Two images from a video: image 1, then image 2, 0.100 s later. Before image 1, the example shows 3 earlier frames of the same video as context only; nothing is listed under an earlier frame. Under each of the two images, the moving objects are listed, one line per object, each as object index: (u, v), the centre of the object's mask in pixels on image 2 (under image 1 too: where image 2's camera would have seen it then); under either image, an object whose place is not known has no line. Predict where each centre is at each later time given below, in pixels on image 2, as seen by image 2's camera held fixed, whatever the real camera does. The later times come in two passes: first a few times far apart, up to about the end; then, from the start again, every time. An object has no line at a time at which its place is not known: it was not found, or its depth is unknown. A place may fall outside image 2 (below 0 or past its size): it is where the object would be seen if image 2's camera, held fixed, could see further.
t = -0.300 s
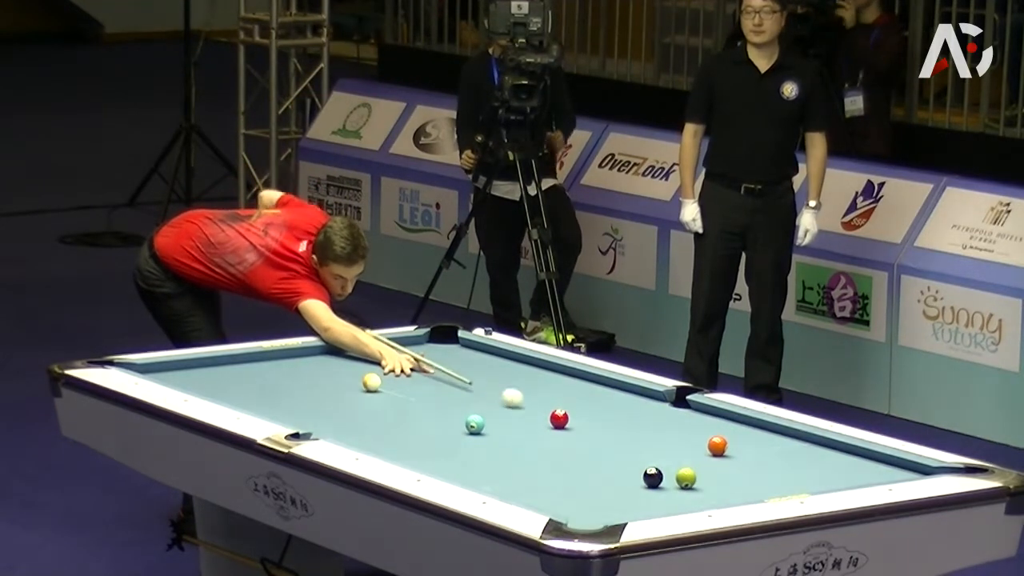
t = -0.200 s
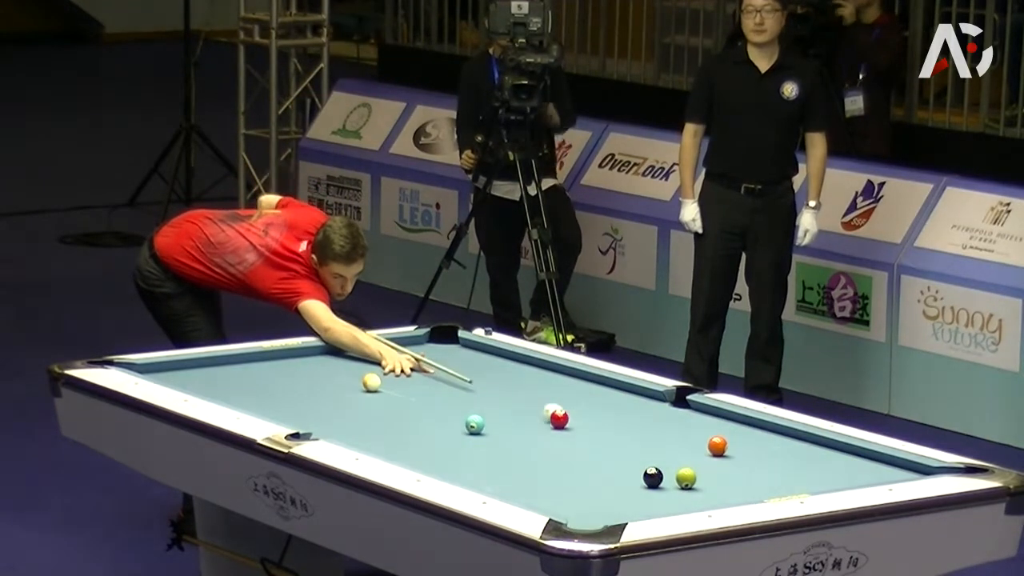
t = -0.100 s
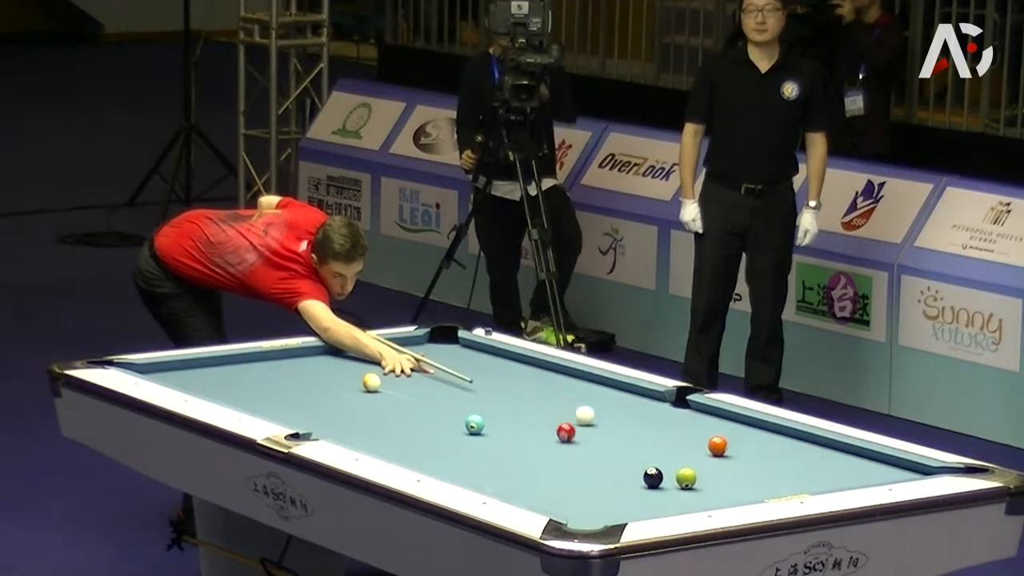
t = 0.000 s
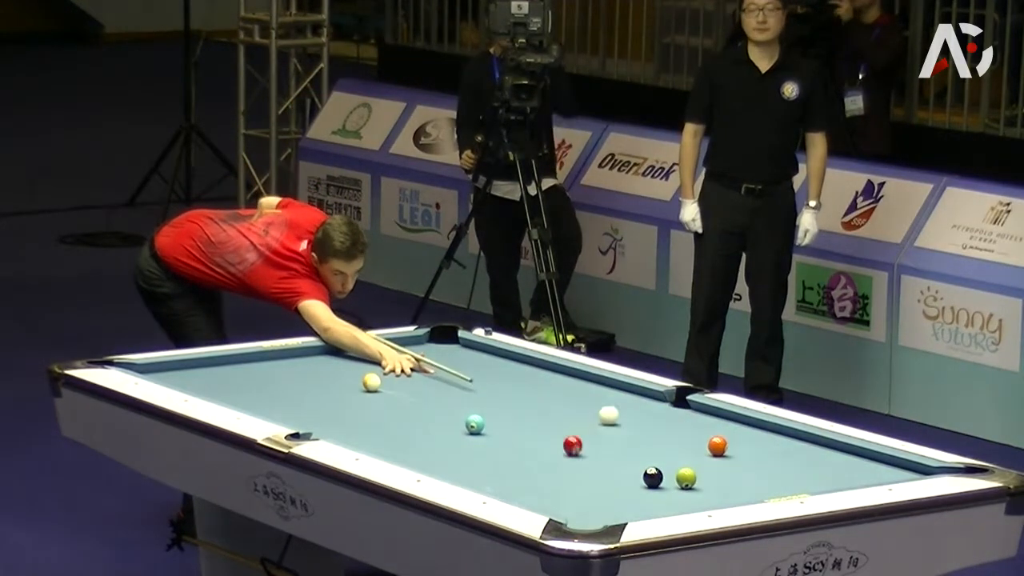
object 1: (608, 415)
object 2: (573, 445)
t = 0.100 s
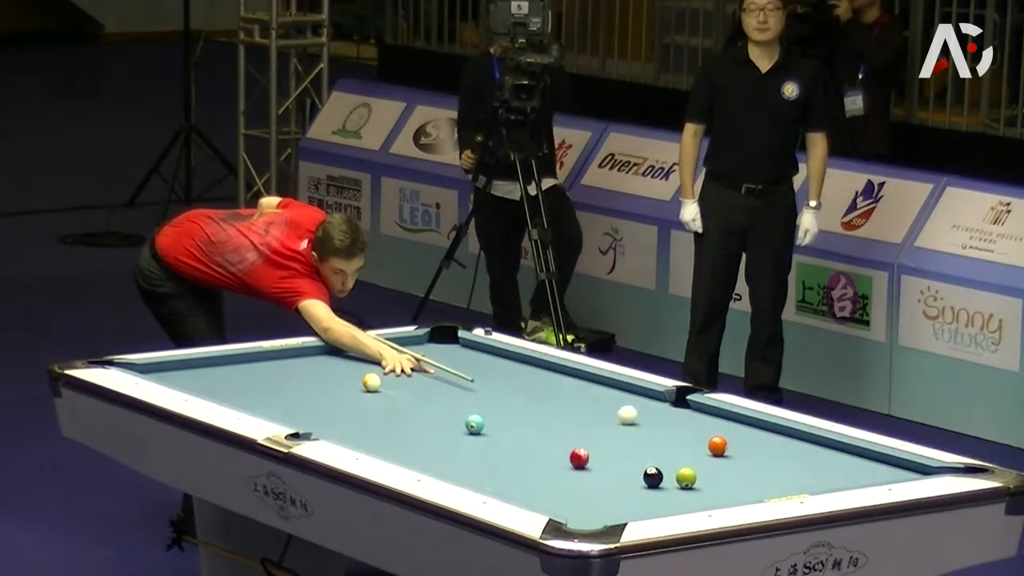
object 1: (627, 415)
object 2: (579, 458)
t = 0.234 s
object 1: (651, 414)
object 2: (588, 475)
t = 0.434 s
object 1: (685, 412)
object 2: (600, 501)
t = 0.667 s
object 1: (709, 412)
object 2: (589, 518)
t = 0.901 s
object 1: (696, 414)
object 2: (547, 505)
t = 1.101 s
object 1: (686, 416)
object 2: (534, 498)
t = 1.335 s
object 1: (676, 418)
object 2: (520, 489)
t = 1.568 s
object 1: (665, 420)
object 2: (508, 479)
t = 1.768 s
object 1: (658, 421)
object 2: (498, 471)
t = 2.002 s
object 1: (650, 423)
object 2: (487, 463)
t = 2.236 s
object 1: (643, 424)
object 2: (477, 455)
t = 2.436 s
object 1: (637, 425)
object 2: (469, 448)
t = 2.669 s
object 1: (632, 426)
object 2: (460, 441)
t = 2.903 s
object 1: (627, 427)
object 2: (452, 435)
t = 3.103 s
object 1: (623, 428)
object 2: (446, 429)
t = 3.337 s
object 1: (620, 428)
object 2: (438, 423)
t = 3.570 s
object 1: (618, 429)
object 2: (432, 417)
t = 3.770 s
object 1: (617, 429)
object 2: (427, 413)
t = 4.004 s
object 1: (616, 429)
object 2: (421, 408)
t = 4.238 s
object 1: (616, 429)
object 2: (415, 404)
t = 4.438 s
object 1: (616, 429)
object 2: (411, 400)
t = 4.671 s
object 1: (616, 429)
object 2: (406, 396)
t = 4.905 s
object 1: (616, 429)
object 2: (401, 393)
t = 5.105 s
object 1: (616, 429)
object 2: (398, 390)
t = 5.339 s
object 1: (616, 429)
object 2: (394, 387)
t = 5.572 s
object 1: (616, 429)
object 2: (390, 384)
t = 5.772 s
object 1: (616, 429)
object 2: (390, 382)
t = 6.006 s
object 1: (616, 429)
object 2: (391, 381)
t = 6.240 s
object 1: (616, 429)
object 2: (393, 379)
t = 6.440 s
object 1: (616, 429)
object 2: (394, 377)
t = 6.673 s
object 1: (616, 429)
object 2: (395, 376)
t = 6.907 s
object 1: (616, 429)
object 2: (396, 375)
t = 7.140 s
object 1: (616, 429)
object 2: (396, 374)
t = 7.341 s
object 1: (616, 429)
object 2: (397, 374)
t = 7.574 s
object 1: (616, 429)
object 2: (397, 373)
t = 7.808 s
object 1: (616, 429)
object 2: (397, 373)
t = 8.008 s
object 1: (616, 429)
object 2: (397, 373)
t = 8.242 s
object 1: (616, 429)
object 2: (397, 373)
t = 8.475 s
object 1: (616, 429)
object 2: (397, 373)
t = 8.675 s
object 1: (616, 429)
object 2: (397, 373)
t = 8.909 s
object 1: (616, 429)
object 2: (397, 373)
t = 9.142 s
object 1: (616, 429)
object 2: (397, 373)
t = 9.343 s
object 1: (616, 429)
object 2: (397, 373)
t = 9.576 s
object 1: (616, 429)
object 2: (396, 373)
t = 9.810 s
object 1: (616, 429)
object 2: (397, 373)
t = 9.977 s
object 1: (616, 429)
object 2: (397, 373)
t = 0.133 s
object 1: (633, 414)
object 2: (581, 462)
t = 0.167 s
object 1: (639, 414)
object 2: (583, 466)
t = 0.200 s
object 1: (644, 414)
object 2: (585, 471)
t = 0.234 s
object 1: (651, 414)
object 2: (588, 475)
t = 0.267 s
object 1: (656, 414)
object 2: (590, 479)
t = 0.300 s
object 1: (663, 413)
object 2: (592, 483)
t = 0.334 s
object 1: (668, 413)
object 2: (594, 487)
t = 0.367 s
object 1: (674, 413)
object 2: (596, 492)
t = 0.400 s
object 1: (679, 413)
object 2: (598, 496)
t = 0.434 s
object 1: (685, 412)
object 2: (600, 501)
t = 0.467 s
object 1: (690, 412)
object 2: (603, 505)
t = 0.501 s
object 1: (696, 412)
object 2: (605, 510)
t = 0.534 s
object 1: (702, 412)
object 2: (607, 514)
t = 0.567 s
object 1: (707, 412)
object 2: (609, 516)
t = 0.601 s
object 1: (712, 412)
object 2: (609, 518)
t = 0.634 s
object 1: (712, 412)
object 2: (599, 519)
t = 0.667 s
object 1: (709, 412)
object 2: (589, 518)
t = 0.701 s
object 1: (707, 413)
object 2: (579, 517)
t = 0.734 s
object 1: (705, 413)
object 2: (570, 515)
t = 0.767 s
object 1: (703, 413)
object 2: (561, 511)
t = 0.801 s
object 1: (702, 413)
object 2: (553, 509)
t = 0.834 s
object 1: (700, 414)
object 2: (551, 507)
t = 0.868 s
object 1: (698, 414)
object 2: (549, 506)
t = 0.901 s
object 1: (696, 414)
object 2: (547, 505)
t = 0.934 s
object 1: (695, 415)
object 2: (544, 504)
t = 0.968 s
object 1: (693, 415)
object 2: (542, 503)
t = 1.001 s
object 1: (691, 415)
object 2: (540, 501)
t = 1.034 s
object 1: (690, 415)
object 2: (538, 500)
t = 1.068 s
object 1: (688, 415)
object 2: (536, 499)
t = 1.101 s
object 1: (686, 416)
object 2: (534, 498)
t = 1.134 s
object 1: (685, 416)
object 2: (532, 497)
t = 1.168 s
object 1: (683, 416)
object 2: (530, 495)
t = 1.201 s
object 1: (682, 417)
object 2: (528, 494)
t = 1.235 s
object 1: (680, 417)
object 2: (526, 492)
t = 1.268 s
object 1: (678, 417)
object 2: (524, 491)
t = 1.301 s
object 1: (677, 418)
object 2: (522, 490)
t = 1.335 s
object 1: (676, 418)
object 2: (520, 489)
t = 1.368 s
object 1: (674, 418)
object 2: (518, 487)
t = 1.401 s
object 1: (672, 418)
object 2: (517, 486)
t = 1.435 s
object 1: (671, 419)
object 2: (514, 484)
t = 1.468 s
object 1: (670, 419)
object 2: (513, 483)
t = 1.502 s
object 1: (668, 419)
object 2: (511, 482)
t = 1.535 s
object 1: (667, 419)
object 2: (509, 480)
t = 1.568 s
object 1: (665, 420)
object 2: (508, 479)
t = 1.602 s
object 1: (664, 420)
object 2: (506, 478)
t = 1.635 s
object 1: (663, 420)
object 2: (504, 476)
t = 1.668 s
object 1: (662, 420)
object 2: (503, 475)
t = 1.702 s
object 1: (660, 420)
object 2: (501, 474)
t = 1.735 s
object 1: (659, 421)
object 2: (499, 473)
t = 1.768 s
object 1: (658, 421)
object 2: (498, 471)
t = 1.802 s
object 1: (657, 421)
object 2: (496, 470)
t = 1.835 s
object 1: (655, 422)
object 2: (494, 469)
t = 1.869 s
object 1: (654, 422)
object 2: (493, 467)
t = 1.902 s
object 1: (653, 422)
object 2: (491, 466)
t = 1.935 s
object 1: (652, 422)
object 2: (490, 465)
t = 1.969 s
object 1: (651, 422)
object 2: (488, 464)
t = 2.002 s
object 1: (650, 423)
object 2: (487, 463)
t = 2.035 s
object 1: (649, 423)
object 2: (485, 461)
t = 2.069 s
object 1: (648, 423)
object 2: (484, 460)
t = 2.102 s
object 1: (647, 423)
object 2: (483, 459)
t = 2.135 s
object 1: (646, 424)
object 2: (481, 458)
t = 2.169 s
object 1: (645, 424)
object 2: (480, 457)
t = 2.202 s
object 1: (644, 424)
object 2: (478, 456)
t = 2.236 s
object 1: (643, 424)
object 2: (477, 455)
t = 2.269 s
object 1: (642, 424)
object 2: (476, 454)
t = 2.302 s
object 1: (641, 424)
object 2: (474, 453)
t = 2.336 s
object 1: (640, 425)
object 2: (473, 452)
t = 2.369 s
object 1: (639, 425)
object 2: (471, 451)
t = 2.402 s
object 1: (638, 425)
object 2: (470, 449)
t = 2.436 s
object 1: (637, 425)
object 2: (469, 448)
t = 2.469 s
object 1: (636, 425)
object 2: (468, 447)
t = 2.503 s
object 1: (635, 425)
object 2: (466, 446)
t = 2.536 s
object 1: (635, 426)
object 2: (465, 445)
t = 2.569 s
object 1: (634, 425)
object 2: (464, 444)
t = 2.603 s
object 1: (633, 426)
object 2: (463, 444)
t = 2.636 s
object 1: (632, 426)
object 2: (461, 442)
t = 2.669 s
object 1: (632, 426)
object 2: (460, 441)
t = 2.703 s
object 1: (631, 426)
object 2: (459, 440)
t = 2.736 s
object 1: (630, 426)
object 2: (458, 439)
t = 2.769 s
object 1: (629, 426)
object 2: (456, 438)
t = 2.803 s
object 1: (629, 427)
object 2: (455, 437)
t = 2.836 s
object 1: (628, 427)
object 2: (454, 437)
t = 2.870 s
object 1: (627, 427)
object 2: (453, 435)
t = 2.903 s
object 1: (627, 427)
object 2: (452, 435)
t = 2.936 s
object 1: (626, 427)
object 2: (451, 433)
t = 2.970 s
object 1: (626, 427)
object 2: (450, 433)
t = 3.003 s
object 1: (625, 427)
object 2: (449, 432)
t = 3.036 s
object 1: (624, 428)
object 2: (447, 431)
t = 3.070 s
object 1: (624, 428)
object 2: (446, 430)
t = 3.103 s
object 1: (623, 428)
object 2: (446, 429)
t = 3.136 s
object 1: (623, 428)
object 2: (445, 428)
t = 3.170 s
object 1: (623, 428)
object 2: (443, 427)
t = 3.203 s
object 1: (622, 428)
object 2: (442, 427)
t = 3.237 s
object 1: (622, 428)
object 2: (441, 426)
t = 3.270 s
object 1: (621, 428)
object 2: (440, 425)
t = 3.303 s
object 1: (621, 428)
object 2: (439, 424)
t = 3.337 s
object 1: (620, 428)
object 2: (438, 423)
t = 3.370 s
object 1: (620, 428)
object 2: (437, 422)
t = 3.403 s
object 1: (620, 429)
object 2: (436, 421)
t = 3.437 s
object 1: (619, 429)
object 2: (435, 421)
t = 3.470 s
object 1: (619, 429)
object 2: (435, 420)
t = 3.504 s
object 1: (619, 429)
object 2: (433, 419)
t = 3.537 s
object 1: (618, 429)
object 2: (433, 418)
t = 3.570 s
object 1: (618, 429)
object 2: (432, 417)
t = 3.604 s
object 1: (618, 429)
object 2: (431, 417)
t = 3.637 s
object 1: (618, 429)
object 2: (430, 416)
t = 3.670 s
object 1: (617, 429)
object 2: (429, 415)
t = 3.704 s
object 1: (617, 429)
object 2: (428, 415)
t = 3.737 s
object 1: (617, 429)
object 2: (427, 414)
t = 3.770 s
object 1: (617, 429)
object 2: (427, 413)
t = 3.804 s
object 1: (617, 429)
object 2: (426, 412)
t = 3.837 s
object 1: (617, 429)
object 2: (425, 412)
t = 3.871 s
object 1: (617, 429)
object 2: (424, 411)
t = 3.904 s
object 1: (617, 429)
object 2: (423, 410)
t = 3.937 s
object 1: (617, 429)
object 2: (422, 410)
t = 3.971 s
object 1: (616, 429)
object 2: (421, 409)
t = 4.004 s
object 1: (616, 429)
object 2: (421, 408)
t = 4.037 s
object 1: (616, 429)
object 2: (420, 408)
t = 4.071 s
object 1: (616, 429)
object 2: (419, 407)
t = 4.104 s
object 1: (616, 429)
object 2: (419, 407)
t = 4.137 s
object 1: (616, 429)
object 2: (418, 406)
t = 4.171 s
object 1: (616, 429)
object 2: (417, 405)
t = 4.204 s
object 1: (616, 429)
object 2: (416, 404)
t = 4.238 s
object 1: (616, 429)
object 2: (415, 404)
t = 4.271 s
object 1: (616, 429)
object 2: (414, 403)
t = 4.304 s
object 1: (616, 429)
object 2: (414, 402)
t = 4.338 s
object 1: (616, 429)
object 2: (413, 402)
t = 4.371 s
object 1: (616, 429)
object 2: (412, 401)
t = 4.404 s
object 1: (616, 429)
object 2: (411, 401)
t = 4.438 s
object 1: (616, 429)
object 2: (411, 400)
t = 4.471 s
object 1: (616, 429)
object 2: (410, 399)
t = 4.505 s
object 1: (616, 429)
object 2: (409, 399)
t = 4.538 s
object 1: (616, 429)
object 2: (409, 398)
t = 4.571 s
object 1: (616, 429)
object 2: (408, 398)
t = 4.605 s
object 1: (616, 429)
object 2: (407, 398)
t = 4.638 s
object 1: (616, 429)
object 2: (407, 397)
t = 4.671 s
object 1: (616, 429)
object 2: (406, 396)
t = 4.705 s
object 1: (616, 429)
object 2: (405, 396)
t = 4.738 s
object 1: (616, 429)
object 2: (405, 395)
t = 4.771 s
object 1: (616, 429)
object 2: (404, 395)
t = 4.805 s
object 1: (616, 429)
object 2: (403, 394)
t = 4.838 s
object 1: (616, 429)
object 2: (403, 394)
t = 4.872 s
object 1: (616, 429)
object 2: (402, 393)
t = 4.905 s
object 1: (616, 429)
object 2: (401, 393)
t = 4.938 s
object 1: (616, 429)
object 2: (401, 392)
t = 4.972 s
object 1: (616, 429)
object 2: (400, 392)
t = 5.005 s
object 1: (616, 429)
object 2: (399, 391)
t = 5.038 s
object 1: (616, 429)
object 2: (399, 391)
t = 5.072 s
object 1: (616, 429)
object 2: (398, 390)
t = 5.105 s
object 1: (616, 429)
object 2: (398, 390)
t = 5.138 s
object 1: (616, 429)
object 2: (397, 390)
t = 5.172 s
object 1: (616, 429)
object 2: (397, 389)
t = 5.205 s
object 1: (616, 429)
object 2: (396, 389)
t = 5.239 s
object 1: (616, 429)
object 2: (395, 388)
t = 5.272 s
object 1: (616, 429)
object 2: (395, 388)
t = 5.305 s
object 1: (616, 429)
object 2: (395, 387)
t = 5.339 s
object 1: (616, 429)
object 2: (394, 387)
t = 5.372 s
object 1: (616, 429)
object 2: (393, 387)
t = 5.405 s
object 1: (616, 429)
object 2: (393, 386)
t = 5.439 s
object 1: (616, 429)
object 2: (392, 386)
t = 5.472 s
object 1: (616, 429)
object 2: (392, 385)
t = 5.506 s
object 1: (616, 429)
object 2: (392, 385)
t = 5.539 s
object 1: (616, 429)
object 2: (391, 385)
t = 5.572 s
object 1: (616, 429)
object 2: (390, 384)
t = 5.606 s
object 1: (616, 429)
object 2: (390, 384)
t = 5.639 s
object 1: (616, 429)
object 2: (389, 384)
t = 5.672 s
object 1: (616, 429)
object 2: (389, 383)
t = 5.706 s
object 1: (616, 429)
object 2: (390, 383)
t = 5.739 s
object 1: (616, 429)
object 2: (390, 383)
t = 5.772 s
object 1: (616, 429)
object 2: (390, 382)
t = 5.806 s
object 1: (616, 429)
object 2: (390, 382)
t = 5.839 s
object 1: (616, 429)
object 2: (390, 382)
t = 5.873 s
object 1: (616, 429)
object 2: (391, 381)
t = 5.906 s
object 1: (616, 429)
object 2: (391, 381)
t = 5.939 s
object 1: (616, 429)
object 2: (391, 381)
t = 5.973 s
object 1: (616, 429)
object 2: (391, 381)
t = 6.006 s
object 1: (616, 429)
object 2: (391, 381)
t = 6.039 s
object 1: (616, 429)
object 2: (392, 380)
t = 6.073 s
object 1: (616, 429)
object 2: (392, 380)
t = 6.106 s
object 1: (616, 429)
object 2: (392, 380)
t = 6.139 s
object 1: (616, 429)
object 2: (392, 380)
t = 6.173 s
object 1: (616, 429)
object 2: (392, 379)
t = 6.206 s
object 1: (616, 429)
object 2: (393, 379)
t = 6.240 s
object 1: (616, 429)
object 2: (393, 379)
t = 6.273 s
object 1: (616, 429)
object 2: (393, 378)
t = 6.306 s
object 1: (616, 429)
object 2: (393, 378)
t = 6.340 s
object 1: (616, 429)
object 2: (393, 378)
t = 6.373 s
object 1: (616, 429)
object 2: (394, 378)
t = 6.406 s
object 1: (616, 429)
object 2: (393, 378)
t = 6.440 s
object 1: (616, 429)
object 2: (394, 377)
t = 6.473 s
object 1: (616, 429)
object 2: (394, 377)
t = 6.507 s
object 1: (616, 429)
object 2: (394, 377)
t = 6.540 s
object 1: (616, 429)
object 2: (394, 377)
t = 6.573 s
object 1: (616, 429)
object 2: (395, 377)
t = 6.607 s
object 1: (616, 429)
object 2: (394, 376)
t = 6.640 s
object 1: (616, 429)
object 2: (395, 376)
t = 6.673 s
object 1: (616, 429)
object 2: (395, 376)
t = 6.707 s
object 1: (616, 429)
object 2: (395, 376)
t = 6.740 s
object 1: (616, 429)
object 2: (395, 376)
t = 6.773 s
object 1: (616, 429)
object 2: (395, 376)
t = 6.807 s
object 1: (616, 429)
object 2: (395, 376)
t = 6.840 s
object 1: (616, 429)
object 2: (395, 375)
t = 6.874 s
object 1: (616, 429)
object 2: (396, 375)
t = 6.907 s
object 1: (616, 429)
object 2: (396, 375)
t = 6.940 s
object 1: (616, 429)
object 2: (396, 375)
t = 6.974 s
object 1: (616, 429)
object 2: (396, 375)
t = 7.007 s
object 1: (616, 429)
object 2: (396, 375)
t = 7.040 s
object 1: (616, 429)
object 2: (396, 375)
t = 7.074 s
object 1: (616, 429)
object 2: (396, 374)
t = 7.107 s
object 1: (616, 429)
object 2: (396, 374)
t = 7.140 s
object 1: (616, 429)
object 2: (396, 374)
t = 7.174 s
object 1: (616, 429)
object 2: (396, 374)
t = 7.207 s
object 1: (616, 429)
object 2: (396, 374)
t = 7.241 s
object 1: (616, 429)
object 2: (397, 374)
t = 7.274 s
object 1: (616, 429)
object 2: (397, 374)
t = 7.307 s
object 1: (616, 429)
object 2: (397, 374)
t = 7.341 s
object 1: (616, 429)
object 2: (397, 374)
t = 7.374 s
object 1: (616, 429)
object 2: (397, 374)
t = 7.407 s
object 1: (616, 429)
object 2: (397, 374)
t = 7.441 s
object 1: (616, 429)
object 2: (397, 373)
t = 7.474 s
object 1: (616, 429)
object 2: (397, 373)
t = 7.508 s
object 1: (616, 429)
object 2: (397, 373)
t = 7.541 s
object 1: (616, 429)
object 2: (397, 373)
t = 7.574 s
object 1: (616, 429)
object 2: (397, 373)
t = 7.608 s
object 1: (616, 429)
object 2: (397, 373)
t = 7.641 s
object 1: (616, 429)
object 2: (397, 373)
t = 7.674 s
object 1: (616, 429)
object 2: (397, 373)
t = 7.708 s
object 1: (616, 429)
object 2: (397, 373)
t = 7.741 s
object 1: (616, 429)
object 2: (397, 373)
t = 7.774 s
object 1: (616, 429)
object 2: (397, 373)
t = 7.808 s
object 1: (616, 429)
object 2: (397, 373)
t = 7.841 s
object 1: (616, 429)
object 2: (397, 373)
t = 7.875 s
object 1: (616, 429)
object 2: (397, 373)
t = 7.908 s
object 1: (616, 429)
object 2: (397, 373)
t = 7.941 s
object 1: (616, 429)
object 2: (397, 373)
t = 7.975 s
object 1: (616, 429)
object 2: (397, 373)
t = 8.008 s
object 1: (616, 429)
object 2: (397, 373)
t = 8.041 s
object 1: (616, 429)
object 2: (397, 373)
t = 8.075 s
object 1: (616, 429)
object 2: (397, 373)
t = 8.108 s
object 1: (616, 429)
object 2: (397, 373)
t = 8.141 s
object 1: (616, 429)
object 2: (397, 373)
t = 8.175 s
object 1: (616, 429)
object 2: (397, 373)
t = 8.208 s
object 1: (616, 429)
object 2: (397, 373)
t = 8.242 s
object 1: (616, 429)
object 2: (397, 373)
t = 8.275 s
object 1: (616, 429)
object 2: (397, 373)
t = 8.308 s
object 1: (616, 429)
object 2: (397, 373)
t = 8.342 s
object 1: (616, 429)
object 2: (397, 373)
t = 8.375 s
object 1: (616, 429)
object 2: (397, 373)
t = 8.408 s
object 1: (616, 429)
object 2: (397, 373)
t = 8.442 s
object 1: (616, 429)
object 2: (397, 373)
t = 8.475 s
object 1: (616, 429)
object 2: (397, 373)
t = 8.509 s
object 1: (616, 429)
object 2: (397, 373)
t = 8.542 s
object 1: (616, 429)
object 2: (397, 373)
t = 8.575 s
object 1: (616, 429)
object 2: (397, 373)
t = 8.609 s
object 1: (616, 429)
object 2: (397, 373)
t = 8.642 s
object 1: (616, 429)
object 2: (397, 373)
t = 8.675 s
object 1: (616, 429)
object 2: (397, 373)
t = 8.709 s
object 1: (616, 429)
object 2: (397, 373)
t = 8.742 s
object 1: (616, 429)
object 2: (397, 373)
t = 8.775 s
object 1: (616, 429)
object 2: (397, 373)
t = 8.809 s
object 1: (616, 429)
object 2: (397, 373)
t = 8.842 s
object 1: (616, 429)
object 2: (397, 373)
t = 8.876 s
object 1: (616, 429)
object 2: (397, 373)
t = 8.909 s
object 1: (616, 429)
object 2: (397, 373)
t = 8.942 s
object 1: (616, 429)
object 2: (397, 373)
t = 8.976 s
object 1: (616, 429)
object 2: (397, 373)
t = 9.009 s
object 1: (616, 429)
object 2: (397, 373)
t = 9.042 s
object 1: (616, 429)
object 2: (397, 373)
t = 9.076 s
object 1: (616, 429)
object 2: (397, 373)
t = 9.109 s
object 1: (616, 429)
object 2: (397, 373)
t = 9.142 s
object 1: (616, 429)
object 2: (397, 373)
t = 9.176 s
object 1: (616, 429)
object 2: (397, 373)
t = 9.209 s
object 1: (616, 429)
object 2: (397, 373)
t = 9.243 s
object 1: (616, 429)
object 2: (396, 373)
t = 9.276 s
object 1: (616, 429)
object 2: (397, 373)
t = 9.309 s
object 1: (616, 429)
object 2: (396, 373)
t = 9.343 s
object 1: (616, 429)
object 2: (397, 373)
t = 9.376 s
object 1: (616, 429)
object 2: (396, 373)
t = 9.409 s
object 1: (616, 429)
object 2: (397, 373)
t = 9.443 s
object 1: (616, 429)
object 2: (396, 373)
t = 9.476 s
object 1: (616, 429)
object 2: (397, 373)
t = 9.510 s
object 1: (616, 429)
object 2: (397, 373)
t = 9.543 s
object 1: (616, 429)
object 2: (397, 373)
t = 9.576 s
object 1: (616, 429)
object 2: (396, 373)
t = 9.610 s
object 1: (616, 429)
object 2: (397, 373)
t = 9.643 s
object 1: (616, 429)
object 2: (396, 373)
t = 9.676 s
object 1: (616, 429)
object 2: (396, 373)
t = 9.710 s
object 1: (616, 429)
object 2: (396, 373)
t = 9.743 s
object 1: (616, 429)
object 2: (396, 373)
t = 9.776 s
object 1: (616, 429)
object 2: (396, 373)
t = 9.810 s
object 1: (616, 429)
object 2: (397, 373)
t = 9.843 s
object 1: (616, 429)
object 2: (396, 373)
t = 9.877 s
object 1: (616, 429)
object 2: (396, 373)
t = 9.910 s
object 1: (616, 429)
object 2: (397, 373)
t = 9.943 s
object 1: (616, 429)
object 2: (397, 373)
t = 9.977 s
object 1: (616, 429)
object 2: (397, 373)
